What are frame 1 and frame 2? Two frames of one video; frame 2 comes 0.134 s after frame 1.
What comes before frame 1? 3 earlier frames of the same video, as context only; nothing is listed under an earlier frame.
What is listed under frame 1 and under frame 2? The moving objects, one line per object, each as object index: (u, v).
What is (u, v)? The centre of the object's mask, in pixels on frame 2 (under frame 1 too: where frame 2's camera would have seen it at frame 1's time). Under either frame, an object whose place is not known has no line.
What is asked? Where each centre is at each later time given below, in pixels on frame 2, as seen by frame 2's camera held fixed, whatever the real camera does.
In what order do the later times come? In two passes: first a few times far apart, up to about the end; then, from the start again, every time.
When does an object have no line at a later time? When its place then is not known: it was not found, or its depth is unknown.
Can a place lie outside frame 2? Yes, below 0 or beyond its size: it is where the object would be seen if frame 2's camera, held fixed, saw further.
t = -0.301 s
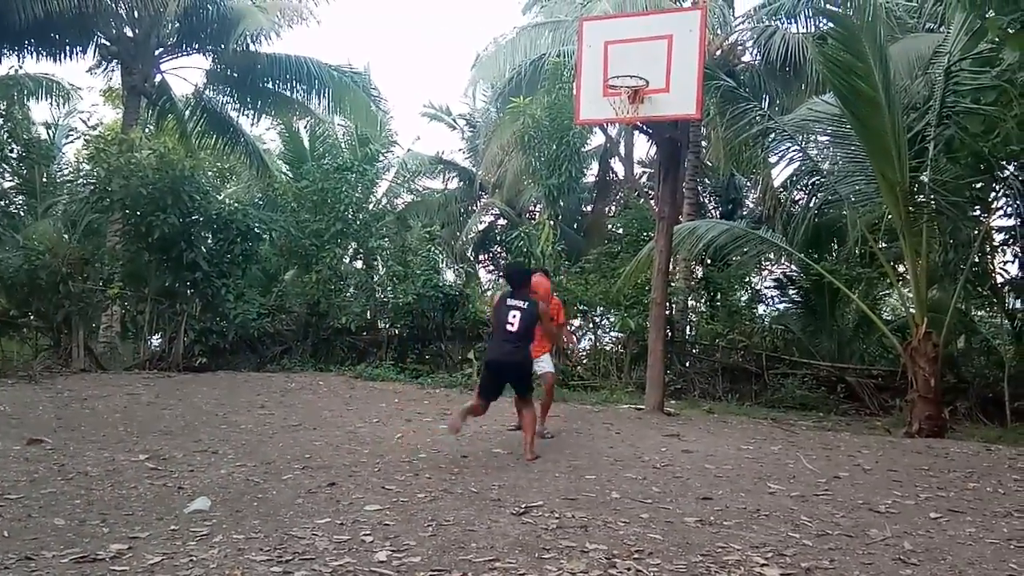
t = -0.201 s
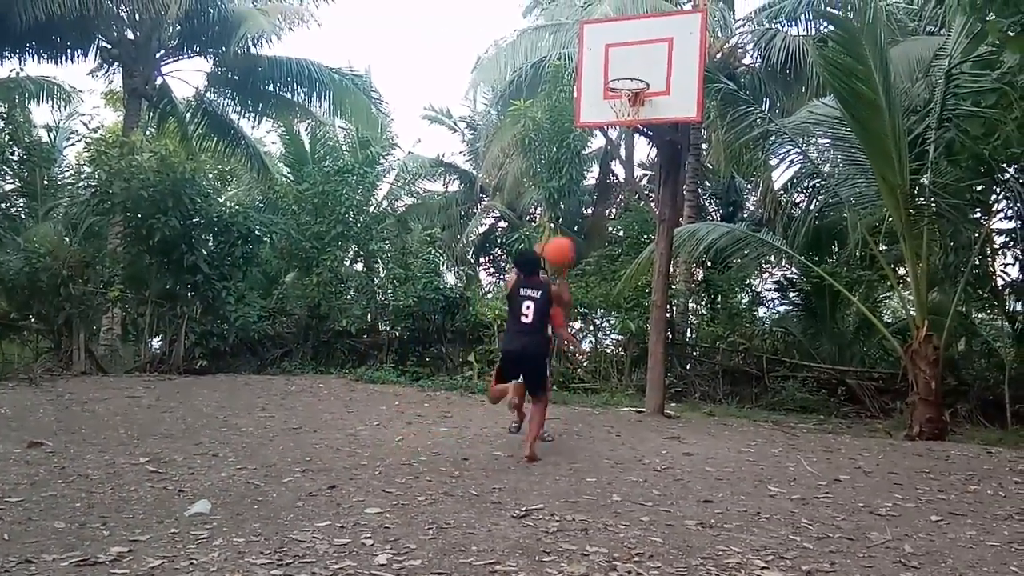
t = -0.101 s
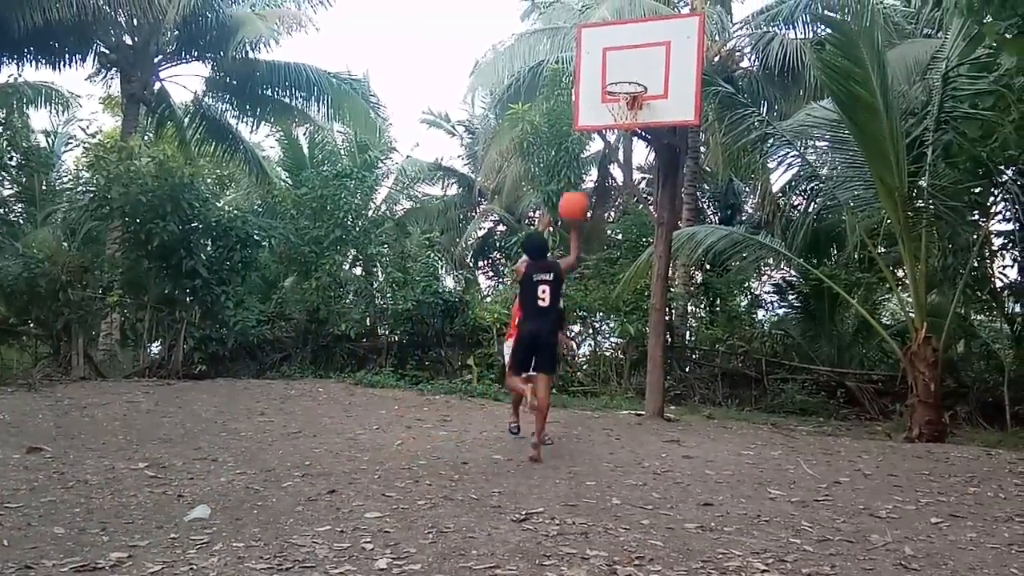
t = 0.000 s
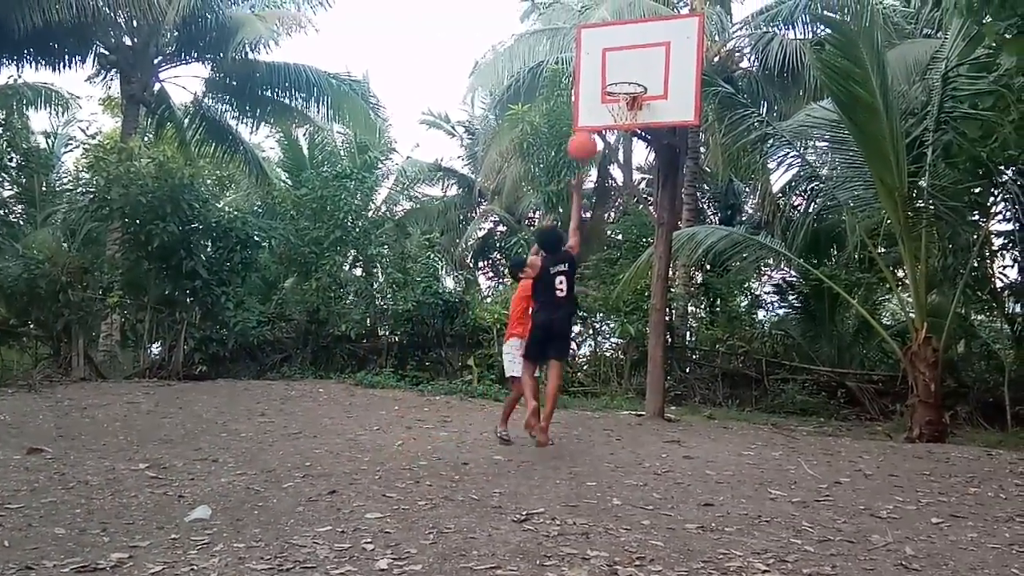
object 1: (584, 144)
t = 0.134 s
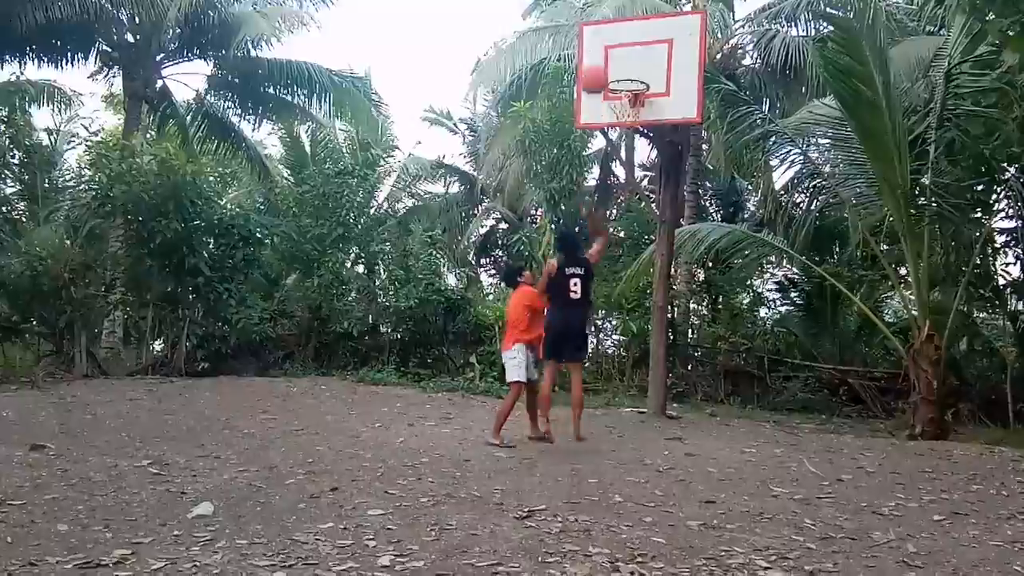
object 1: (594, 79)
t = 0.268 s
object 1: (601, 40)
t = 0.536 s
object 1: (613, 27)
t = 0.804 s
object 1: (623, 91)
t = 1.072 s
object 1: (631, 137)
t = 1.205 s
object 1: (634, 182)
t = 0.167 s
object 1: (595, 67)
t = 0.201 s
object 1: (597, 57)
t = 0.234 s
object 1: (599, 47)
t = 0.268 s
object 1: (601, 40)
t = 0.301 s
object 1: (604, 33)
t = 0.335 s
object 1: (605, 28)
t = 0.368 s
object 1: (607, 26)
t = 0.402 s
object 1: (608, 24)
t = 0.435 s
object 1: (610, 22)
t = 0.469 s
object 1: (611, 23)
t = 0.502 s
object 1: (612, 24)
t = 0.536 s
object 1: (613, 27)
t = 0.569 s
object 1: (615, 31)
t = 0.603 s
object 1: (617, 36)
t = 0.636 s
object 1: (618, 42)
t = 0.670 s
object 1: (619, 50)
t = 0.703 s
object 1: (620, 58)
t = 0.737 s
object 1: (621, 69)
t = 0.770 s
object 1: (622, 80)
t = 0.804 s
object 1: (623, 91)
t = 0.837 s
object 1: (626, 96)
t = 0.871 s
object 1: (627, 103)
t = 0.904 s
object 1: (629, 108)
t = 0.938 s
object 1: (629, 115)
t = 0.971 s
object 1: (630, 117)
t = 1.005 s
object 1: (632, 120)
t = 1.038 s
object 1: (631, 130)
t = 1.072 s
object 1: (631, 137)
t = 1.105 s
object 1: (632, 146)
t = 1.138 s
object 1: (633, 157)
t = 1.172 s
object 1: (634, 168)
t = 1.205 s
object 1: (634, 182)
